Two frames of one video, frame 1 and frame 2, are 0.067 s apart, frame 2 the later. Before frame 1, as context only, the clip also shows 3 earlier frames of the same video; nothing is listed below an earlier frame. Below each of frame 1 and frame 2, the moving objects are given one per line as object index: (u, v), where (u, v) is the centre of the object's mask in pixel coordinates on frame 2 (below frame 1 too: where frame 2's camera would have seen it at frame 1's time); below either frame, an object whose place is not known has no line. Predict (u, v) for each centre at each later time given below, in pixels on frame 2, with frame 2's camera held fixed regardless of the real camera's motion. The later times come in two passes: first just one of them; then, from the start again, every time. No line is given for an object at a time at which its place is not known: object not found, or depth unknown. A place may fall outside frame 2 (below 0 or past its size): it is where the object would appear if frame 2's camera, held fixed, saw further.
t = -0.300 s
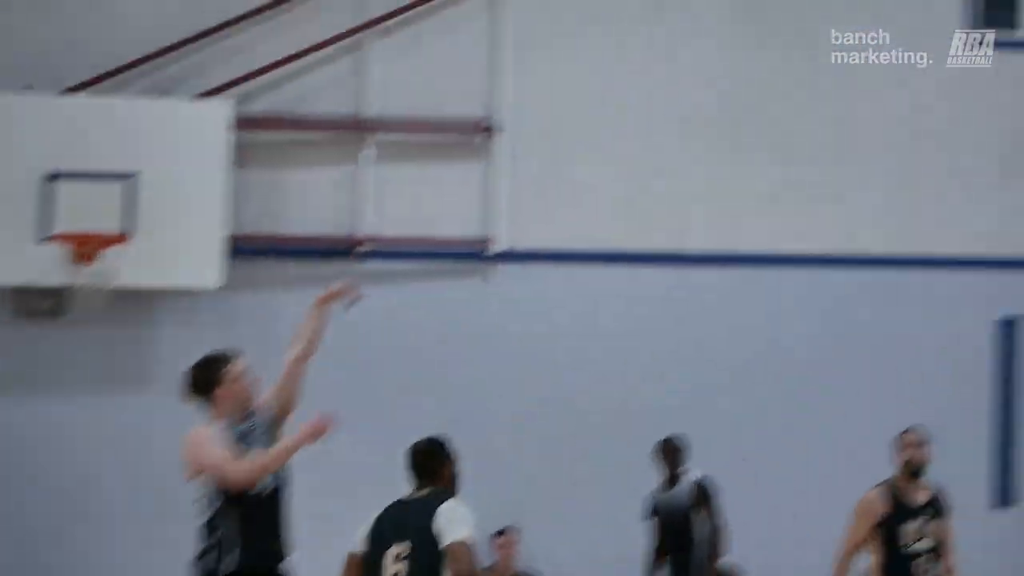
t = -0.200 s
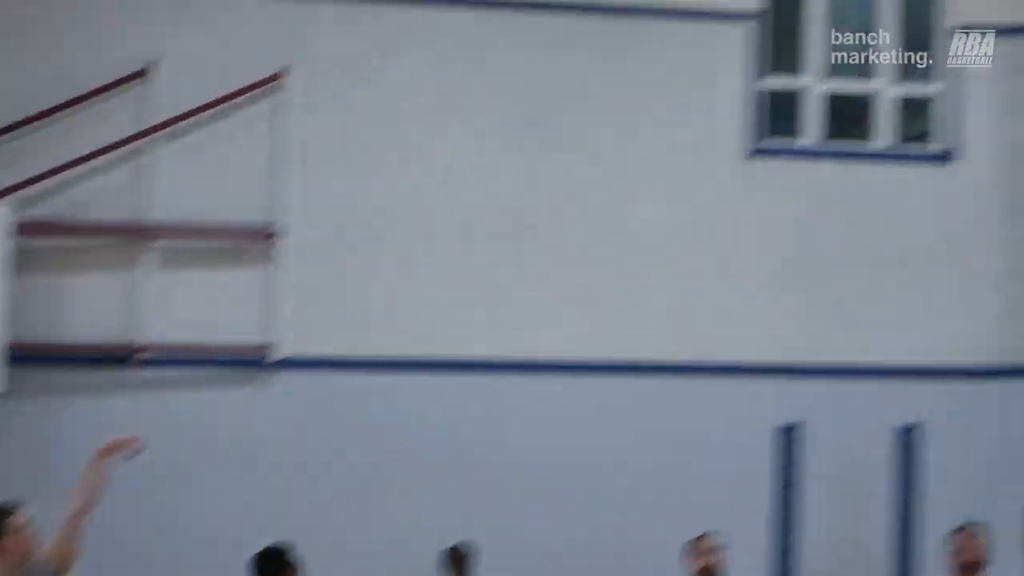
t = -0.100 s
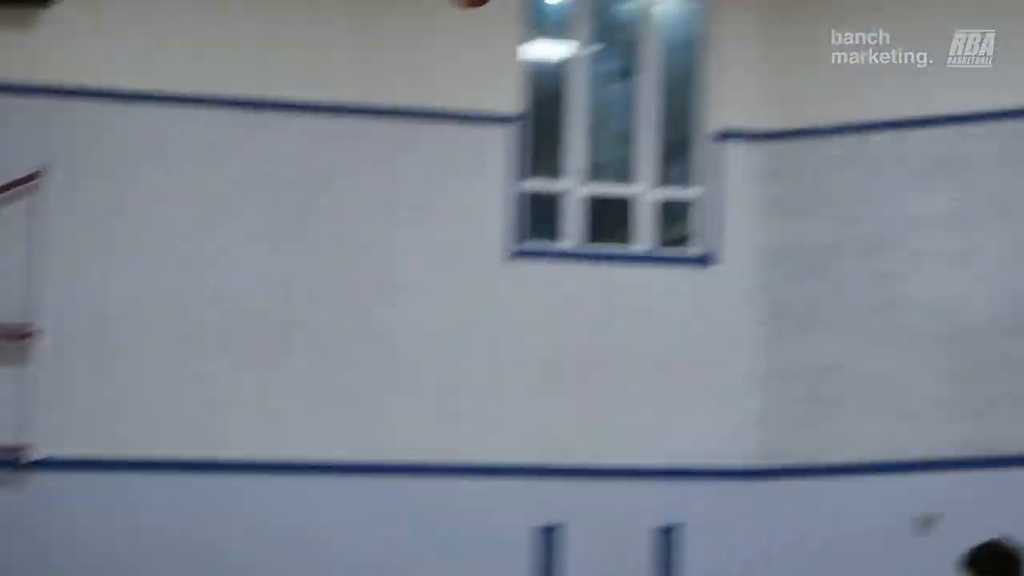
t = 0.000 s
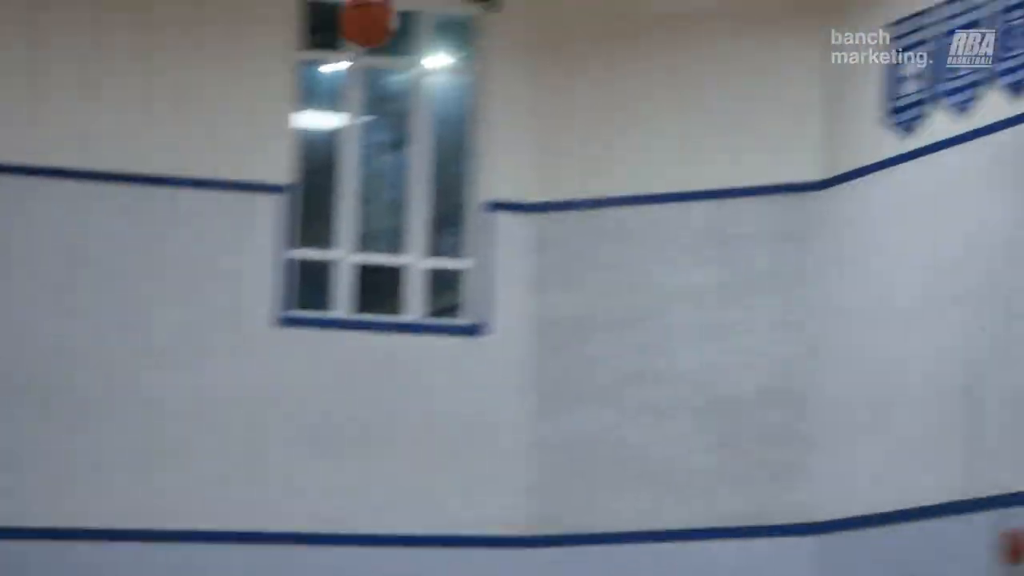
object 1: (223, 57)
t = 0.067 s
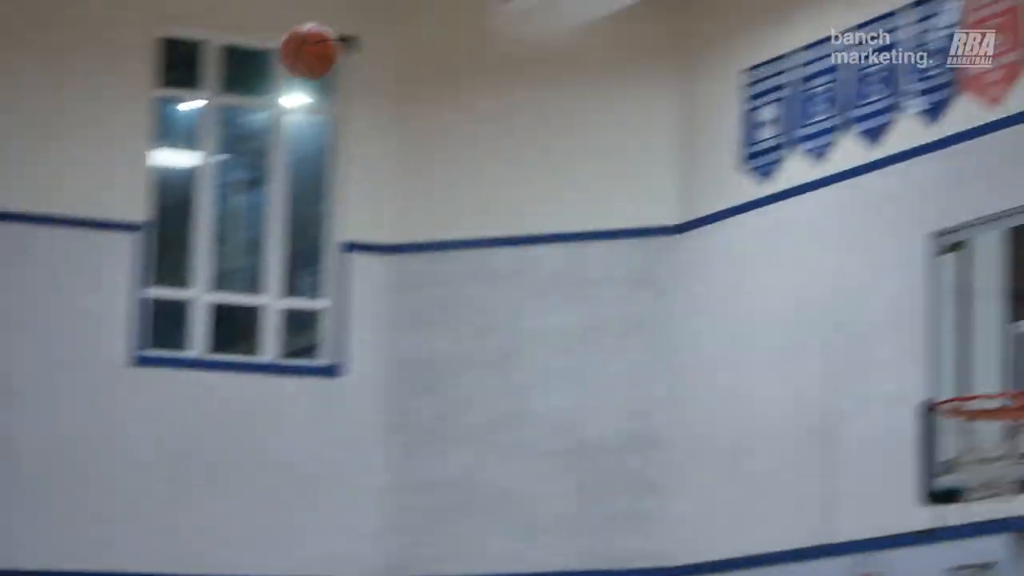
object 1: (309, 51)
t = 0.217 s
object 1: (488, 81)
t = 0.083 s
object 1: (328, 52)
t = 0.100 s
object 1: (350, 54)
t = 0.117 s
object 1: (369, 56)
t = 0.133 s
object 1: (389, 59)
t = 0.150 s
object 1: (409, 62)
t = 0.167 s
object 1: (429, 66)
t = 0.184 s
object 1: (450, 70)
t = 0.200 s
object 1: (469, 75)
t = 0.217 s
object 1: (488, 81)
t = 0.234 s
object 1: (508, 87)
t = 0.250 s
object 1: (526, 93)
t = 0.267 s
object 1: (545, 100)
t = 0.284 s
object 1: (564, 108)
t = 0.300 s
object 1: (583, 116)
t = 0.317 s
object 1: (602, 125)
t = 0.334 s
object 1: (620, 134)
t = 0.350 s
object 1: (638, 144)
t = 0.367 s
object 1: (657, 154)
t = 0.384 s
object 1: (675, 166)
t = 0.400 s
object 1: (693, 178)
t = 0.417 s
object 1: (710, 191)
